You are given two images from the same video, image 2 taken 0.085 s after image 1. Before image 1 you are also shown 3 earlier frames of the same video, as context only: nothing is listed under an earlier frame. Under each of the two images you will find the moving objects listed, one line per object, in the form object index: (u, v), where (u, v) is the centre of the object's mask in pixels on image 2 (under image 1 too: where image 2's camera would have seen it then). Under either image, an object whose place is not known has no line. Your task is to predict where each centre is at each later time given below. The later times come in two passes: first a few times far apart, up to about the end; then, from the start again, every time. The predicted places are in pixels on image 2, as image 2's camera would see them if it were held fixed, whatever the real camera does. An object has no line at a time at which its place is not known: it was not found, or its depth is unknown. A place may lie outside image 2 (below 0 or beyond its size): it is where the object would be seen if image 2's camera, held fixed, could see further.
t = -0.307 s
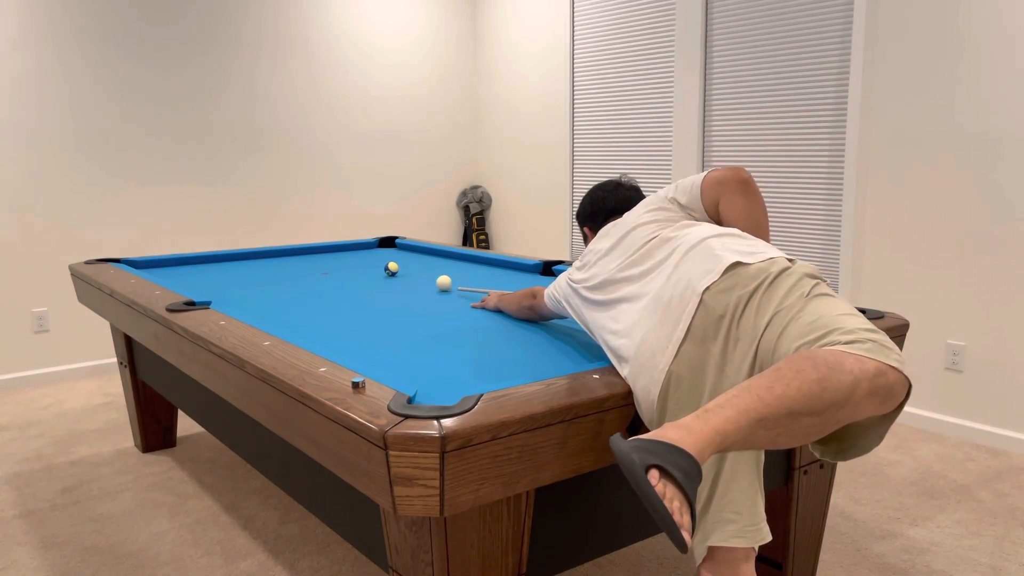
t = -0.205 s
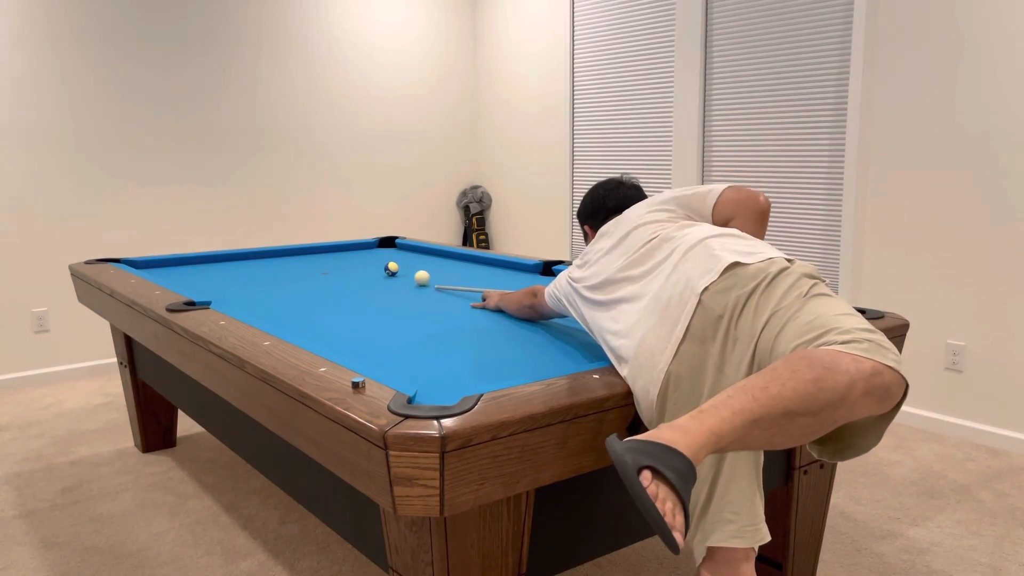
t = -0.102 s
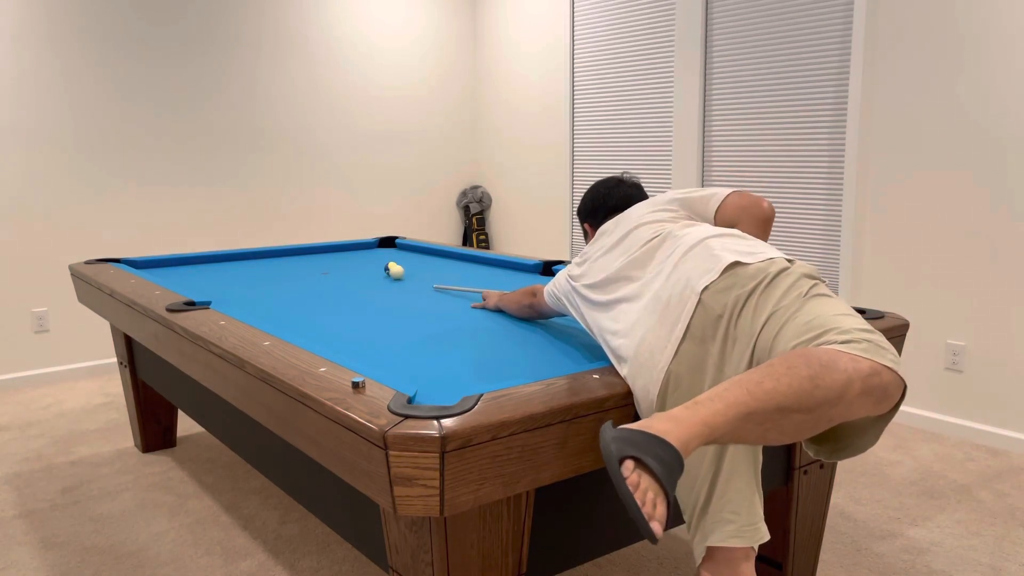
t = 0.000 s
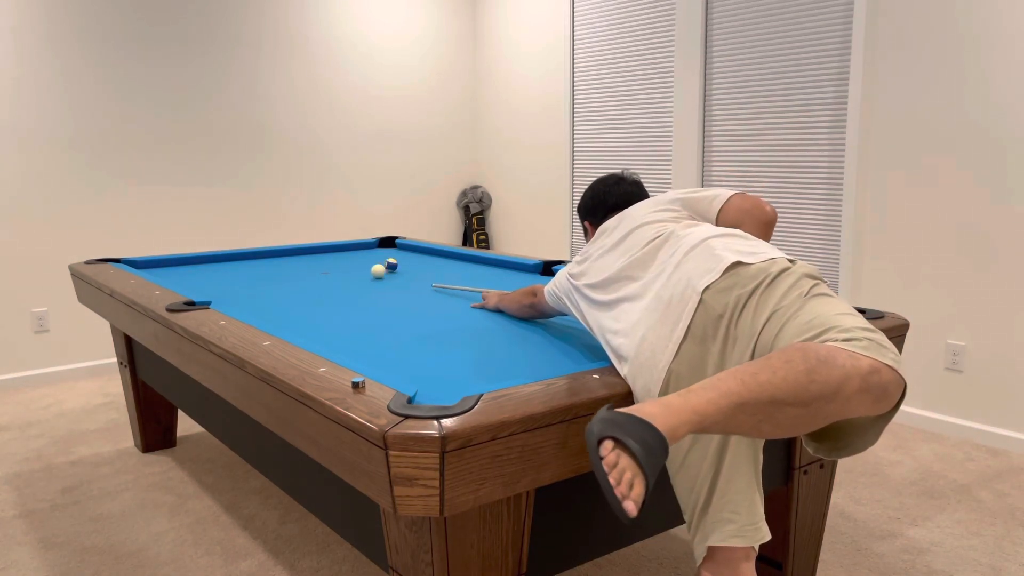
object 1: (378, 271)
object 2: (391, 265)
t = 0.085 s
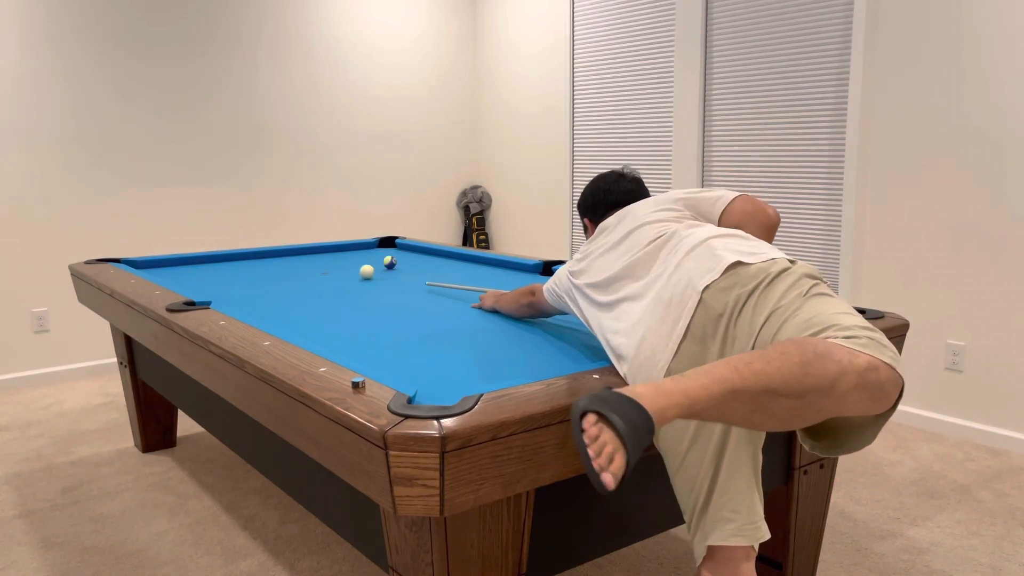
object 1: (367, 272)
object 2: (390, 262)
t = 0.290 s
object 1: (346, 274)
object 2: (389, 255)
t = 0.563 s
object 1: (322, 277)
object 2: (387, 248)
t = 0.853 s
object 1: (297, 280)
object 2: (386, 243)
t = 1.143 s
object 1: (270, 283)
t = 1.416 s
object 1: (248, 286)
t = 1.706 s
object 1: (225, 288)
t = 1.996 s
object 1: (202, 290)
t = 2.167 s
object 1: (197, 289)
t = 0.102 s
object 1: (365, 272)
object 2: (390, 261)
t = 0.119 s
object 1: (363, 272)
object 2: (390, 261)
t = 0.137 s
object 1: (362, 272)
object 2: (390, 260)
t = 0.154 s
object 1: (360, 272)
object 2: (390, 260)
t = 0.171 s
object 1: (358, 273)
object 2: (389, 259)
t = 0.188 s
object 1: (357, 273)
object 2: (389, 258)
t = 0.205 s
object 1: (355, 273)
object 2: (389, 258)
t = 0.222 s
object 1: (354, 273)
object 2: (389, 258)
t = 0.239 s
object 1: (352, 273)
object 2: (389, 257)
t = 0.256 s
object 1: (351, 273)
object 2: (389, 257)
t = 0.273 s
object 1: (349, 274)
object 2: (389, 256)
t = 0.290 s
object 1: (346, 274)
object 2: (389, 255)
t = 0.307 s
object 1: (345, 274)
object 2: (388, 254)
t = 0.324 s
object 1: (343, 274)
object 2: (388, 254)
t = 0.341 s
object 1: (342, 275)
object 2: (388, 254)
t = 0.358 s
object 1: (340, 275)
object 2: (388, 253)
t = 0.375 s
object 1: (338, 275)
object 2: (388, 253)
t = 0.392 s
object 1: (337, 275)
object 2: (388, 252)
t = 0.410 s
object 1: (335, 275)
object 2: (387, 251)
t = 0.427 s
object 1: (334, 275)
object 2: (388, 251)
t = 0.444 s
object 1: (332, 275)
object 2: (388, 251)
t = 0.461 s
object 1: (331, 276)
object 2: (388, 250)
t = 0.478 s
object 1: (329, 276)
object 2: (388, 250)
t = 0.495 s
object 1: (328, 276)
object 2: (388, 249)
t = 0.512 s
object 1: (326, 276)
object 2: (387, 249)
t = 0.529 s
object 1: (325, 276)
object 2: (387, 248)
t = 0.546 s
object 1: (323, 277)
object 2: (387, 248)
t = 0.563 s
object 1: (322, 277)
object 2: (387, 248)
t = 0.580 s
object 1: (320, 277)
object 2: (387, 247)
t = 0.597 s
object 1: (319, 277)
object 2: (387, 247)
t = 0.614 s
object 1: (317, 277)
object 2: (387, 246)
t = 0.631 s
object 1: (316, 278)
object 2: (387, 246)
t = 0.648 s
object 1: (314, 278)
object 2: (387, 245)
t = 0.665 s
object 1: (313, 278)
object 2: (387, 245)
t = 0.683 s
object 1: (311, 278)
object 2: (387, 245)
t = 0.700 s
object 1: (310, 278)
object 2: (387, 244)
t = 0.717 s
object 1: (308, 278)
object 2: (386, 244)
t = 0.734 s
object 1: (307, 279)
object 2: (386, 244)
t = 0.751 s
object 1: (305, 279)
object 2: (386, 243)
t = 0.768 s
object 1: (304, 279)
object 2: (386, 243)
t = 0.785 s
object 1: (302, 279)
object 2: (386, 243)
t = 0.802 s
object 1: (301, 279)
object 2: (386, 242)
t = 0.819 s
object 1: (299, 279)
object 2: (386, 242)
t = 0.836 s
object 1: (298, 280)
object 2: (387, 243)
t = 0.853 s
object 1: (297, 280)
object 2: (386, 243)
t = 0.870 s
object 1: (295, 280)
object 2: (386, 245)
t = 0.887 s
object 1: (294, 280)
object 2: (385, 246)
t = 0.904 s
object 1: (292, 280)
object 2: (387, 247)
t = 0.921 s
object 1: (291, 280)
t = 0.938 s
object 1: (289, 281)
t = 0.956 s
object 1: (288, 281)
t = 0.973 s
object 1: (286, 281)
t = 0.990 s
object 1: (285, 281)
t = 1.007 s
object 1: (282, 281)
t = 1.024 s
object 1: (280, 282)
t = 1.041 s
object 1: (279, 282)
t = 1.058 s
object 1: (277, 282)
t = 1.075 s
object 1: (276, 282)
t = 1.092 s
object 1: (275, 282)
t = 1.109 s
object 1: (273, 282)
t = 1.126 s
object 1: (272, 283)
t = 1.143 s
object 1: (270, 283)
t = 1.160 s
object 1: (269, 283)
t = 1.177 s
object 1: (267, 283)
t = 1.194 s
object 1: (266, 283)
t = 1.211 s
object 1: (265, 284)
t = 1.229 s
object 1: (263, 284)
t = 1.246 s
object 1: (262, 284)
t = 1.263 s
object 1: (260, 284)
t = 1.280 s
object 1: (259, 284)
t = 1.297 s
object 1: (257, 284)
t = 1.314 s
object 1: (256, 284)
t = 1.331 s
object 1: (255, 285)
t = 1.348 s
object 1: (253, 285)
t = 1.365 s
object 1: (252, 285)
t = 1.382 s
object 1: (250, 285)
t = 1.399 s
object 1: (249, 285)
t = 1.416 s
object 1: (248, 286)
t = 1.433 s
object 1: (246, 286)
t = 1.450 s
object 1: (245, 286)
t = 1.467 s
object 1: (243, 286)
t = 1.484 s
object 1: (242, 286)
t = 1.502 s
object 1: (241, 286)
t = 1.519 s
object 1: (239, 286)
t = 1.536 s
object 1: (238, 287)
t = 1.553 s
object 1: (236, 287)
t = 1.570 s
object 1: (235, 287)
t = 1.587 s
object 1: (234, 287)
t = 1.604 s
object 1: (232, 287)
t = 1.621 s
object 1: (231, 287)
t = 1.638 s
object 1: (230, 287)
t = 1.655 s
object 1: (229, 287)
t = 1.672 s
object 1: (227, 288)
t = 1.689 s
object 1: (226, 288)
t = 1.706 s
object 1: (225, 288)
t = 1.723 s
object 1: (222, 288)
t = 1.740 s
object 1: (221, 289)
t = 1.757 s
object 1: (219, 289)
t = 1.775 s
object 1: (218, 289)
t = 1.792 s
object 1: (217, 289)
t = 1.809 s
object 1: (215, 289)
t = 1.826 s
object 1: (214, 290)
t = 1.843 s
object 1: (213, 290)
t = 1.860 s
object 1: (212, 290)
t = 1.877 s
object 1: (211, 290)
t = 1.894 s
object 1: (209, 290)
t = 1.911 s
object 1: (208, 290)
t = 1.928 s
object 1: (207, 290)
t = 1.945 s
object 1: (206, 290)
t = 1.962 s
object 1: (205, 290)
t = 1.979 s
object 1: (204, 290)
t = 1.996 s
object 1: (202, 290)
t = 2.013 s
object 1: (201, 290)
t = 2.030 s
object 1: (200, 289)
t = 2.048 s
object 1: (199, 289)
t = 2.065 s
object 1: (198, 289)
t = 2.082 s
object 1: (197, 289)
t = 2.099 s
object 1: (195, 289)
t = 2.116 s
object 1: (195, 289)
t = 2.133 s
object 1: (196, 289)
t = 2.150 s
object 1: (197, 289)
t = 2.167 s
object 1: (197, 289)
